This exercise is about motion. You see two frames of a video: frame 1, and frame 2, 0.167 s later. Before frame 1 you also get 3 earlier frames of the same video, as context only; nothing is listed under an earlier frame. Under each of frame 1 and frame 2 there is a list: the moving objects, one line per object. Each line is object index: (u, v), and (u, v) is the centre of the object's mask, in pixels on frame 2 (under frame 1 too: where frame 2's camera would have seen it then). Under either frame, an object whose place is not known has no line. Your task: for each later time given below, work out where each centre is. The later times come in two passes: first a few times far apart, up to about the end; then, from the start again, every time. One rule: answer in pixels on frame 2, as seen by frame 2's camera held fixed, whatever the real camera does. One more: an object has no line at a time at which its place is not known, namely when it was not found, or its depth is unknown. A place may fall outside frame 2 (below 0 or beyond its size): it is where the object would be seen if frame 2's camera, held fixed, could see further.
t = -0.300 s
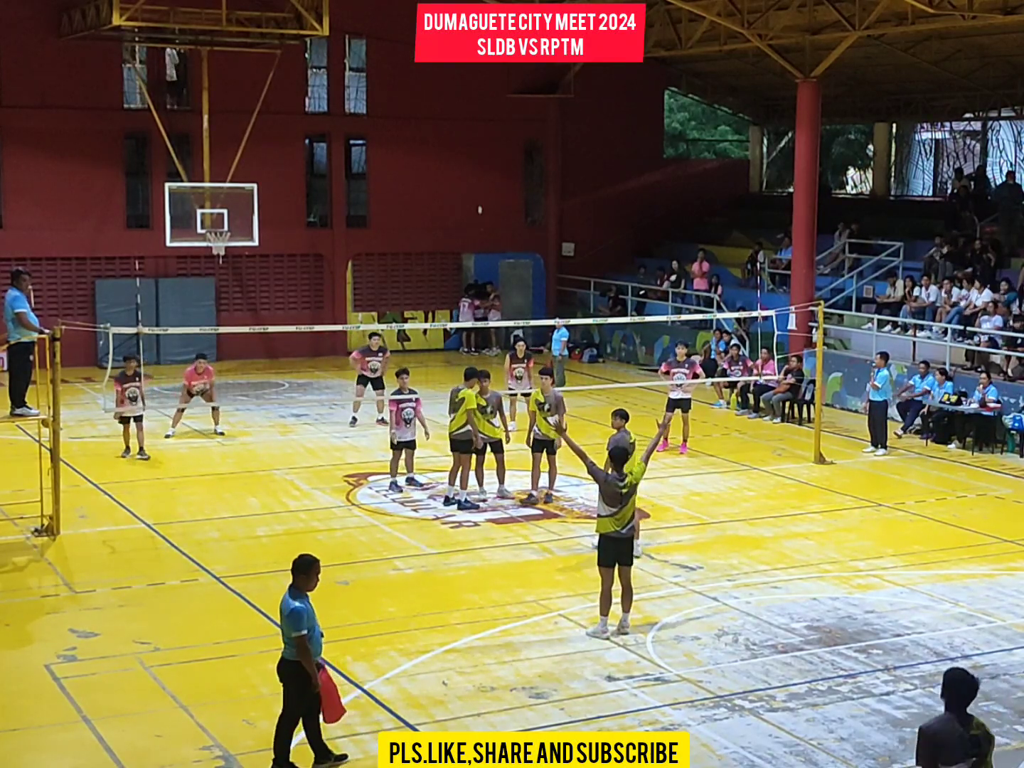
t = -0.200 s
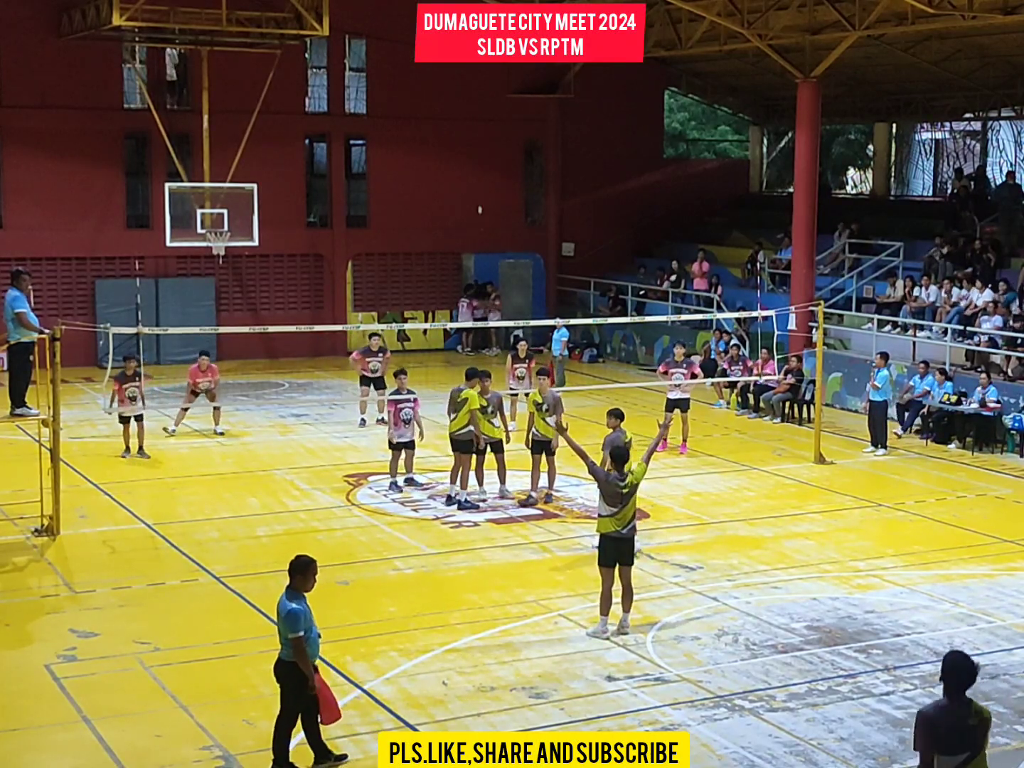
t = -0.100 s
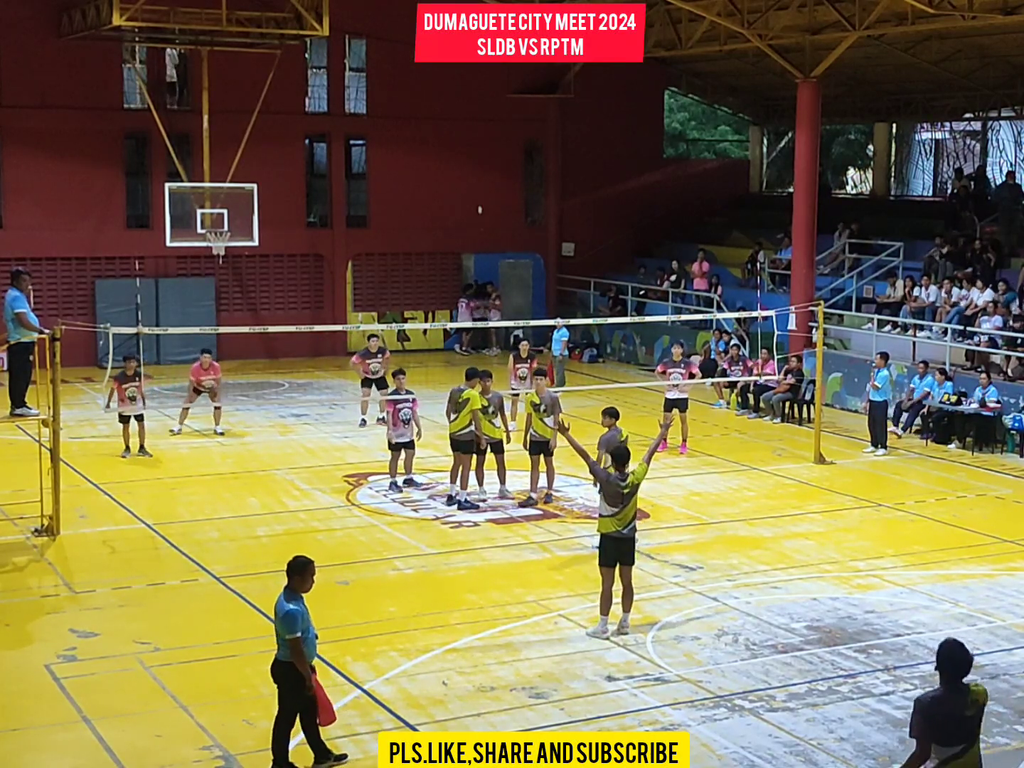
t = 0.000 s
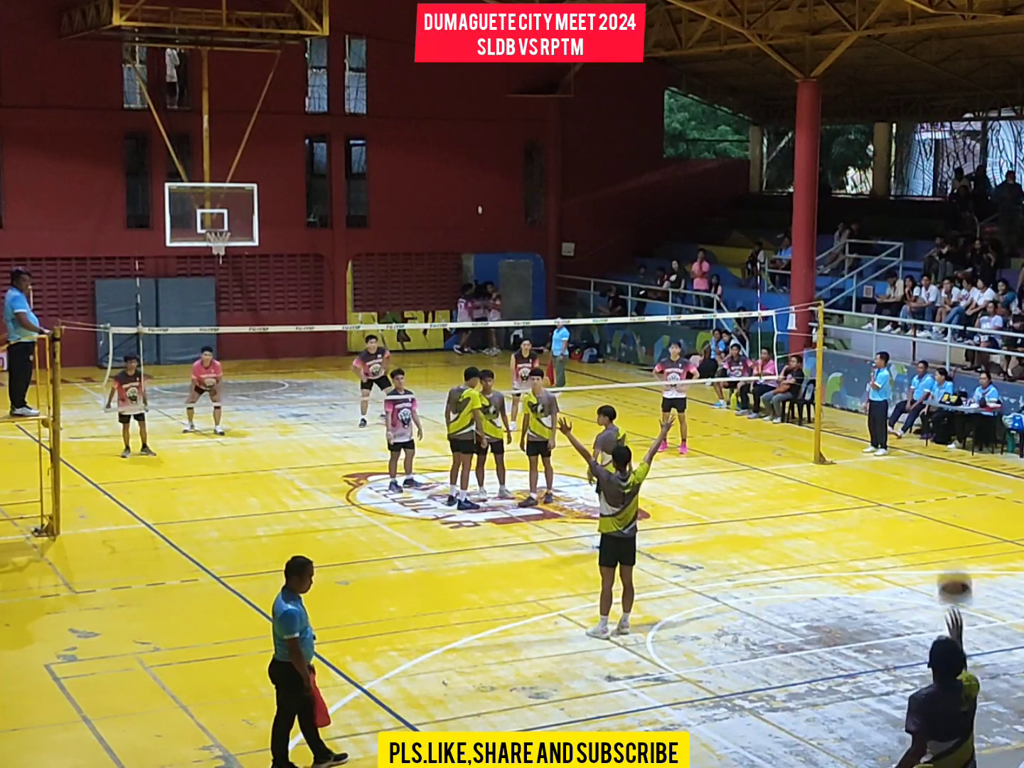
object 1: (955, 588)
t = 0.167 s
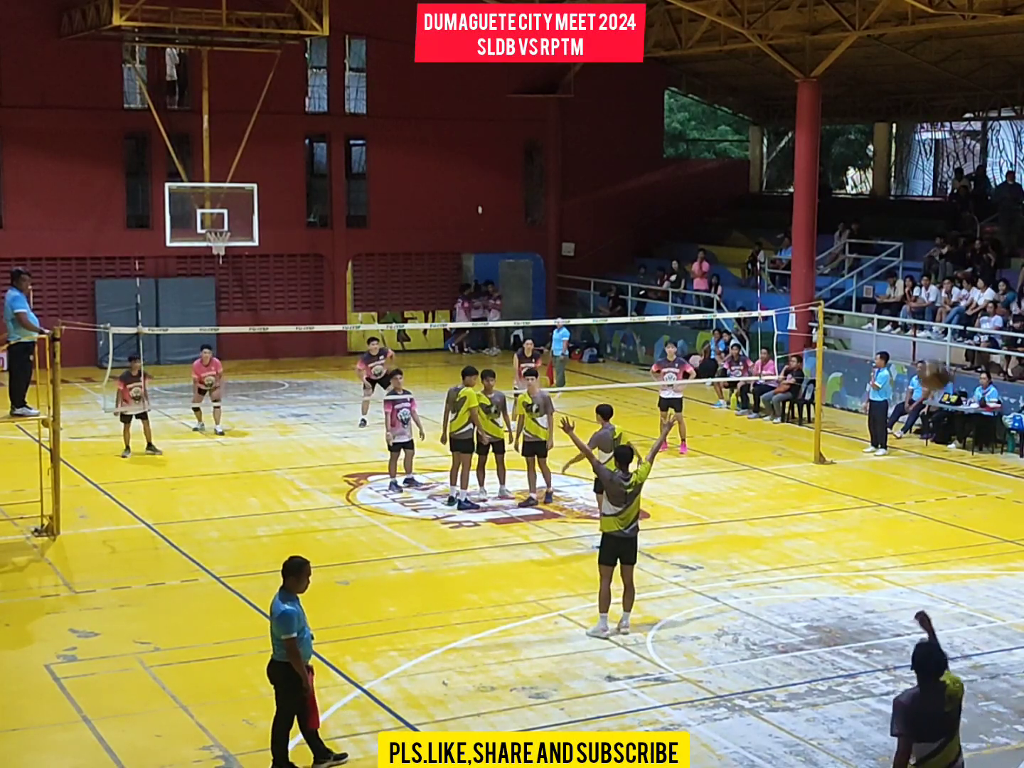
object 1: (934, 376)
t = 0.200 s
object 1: (931, 342)
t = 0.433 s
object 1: (897, 149)
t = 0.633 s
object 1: (867, 57)
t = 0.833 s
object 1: (838, 28)
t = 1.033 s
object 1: (807, 62)
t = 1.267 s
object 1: (775, 166)
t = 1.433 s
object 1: (750, 278)
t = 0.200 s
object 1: (931, 342)
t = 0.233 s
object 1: (924, 310)
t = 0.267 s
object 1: (920, 275)
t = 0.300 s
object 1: (915, 244)
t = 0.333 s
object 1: (912, 221)
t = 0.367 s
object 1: (907, 196)
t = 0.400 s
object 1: (902, 169)
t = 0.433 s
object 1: (897, 149)
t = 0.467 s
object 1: (891, 128)
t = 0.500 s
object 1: (885, 109)
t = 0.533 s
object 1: (883, 94)
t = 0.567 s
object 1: (879, 81)
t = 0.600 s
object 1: (873, 67)
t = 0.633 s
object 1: (867, 57)
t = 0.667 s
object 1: (863, 48)
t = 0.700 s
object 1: (859, 40)
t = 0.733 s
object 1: (853, 35)
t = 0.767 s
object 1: (848, 31)
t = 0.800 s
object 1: (843, 29)
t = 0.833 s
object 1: (838, 28)
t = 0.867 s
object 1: (833, 30)
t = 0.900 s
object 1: (828, 33)
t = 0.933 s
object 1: (823, 38)
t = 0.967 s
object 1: (817, 44)
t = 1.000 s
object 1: (811, 52)
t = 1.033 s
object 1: (807, 62)
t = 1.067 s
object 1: (804, 72)
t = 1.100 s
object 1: (798, 84)
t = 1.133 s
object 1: (794, 97)
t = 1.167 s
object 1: (788, 113)
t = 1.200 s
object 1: (783, 129)
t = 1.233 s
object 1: (780, 147)
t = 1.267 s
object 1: (775, 166)
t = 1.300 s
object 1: (771, 186)
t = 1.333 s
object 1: (766, 207)
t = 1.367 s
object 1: (761, 230)
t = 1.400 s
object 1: (756, 254)
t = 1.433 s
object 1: (750, 278)
